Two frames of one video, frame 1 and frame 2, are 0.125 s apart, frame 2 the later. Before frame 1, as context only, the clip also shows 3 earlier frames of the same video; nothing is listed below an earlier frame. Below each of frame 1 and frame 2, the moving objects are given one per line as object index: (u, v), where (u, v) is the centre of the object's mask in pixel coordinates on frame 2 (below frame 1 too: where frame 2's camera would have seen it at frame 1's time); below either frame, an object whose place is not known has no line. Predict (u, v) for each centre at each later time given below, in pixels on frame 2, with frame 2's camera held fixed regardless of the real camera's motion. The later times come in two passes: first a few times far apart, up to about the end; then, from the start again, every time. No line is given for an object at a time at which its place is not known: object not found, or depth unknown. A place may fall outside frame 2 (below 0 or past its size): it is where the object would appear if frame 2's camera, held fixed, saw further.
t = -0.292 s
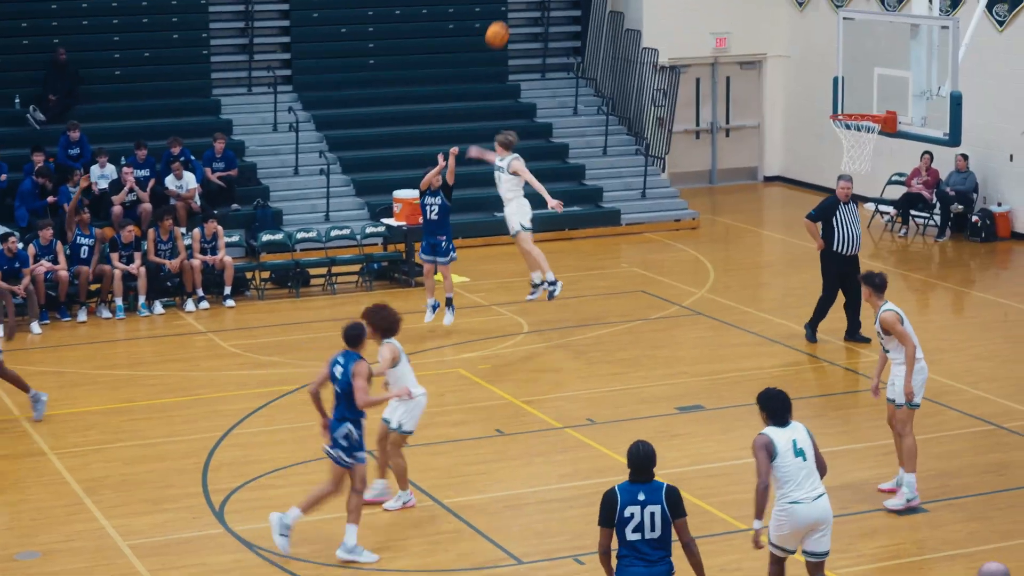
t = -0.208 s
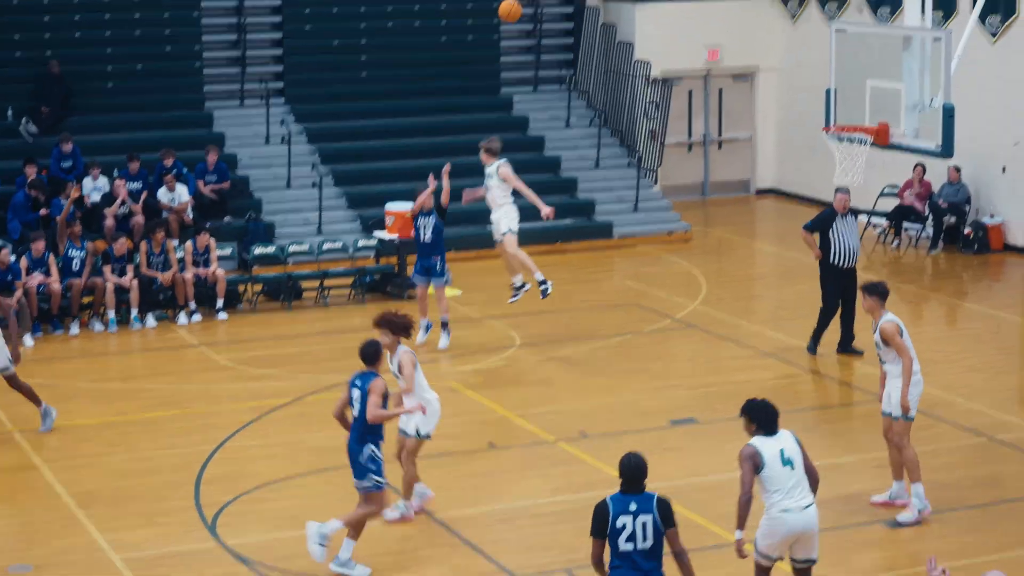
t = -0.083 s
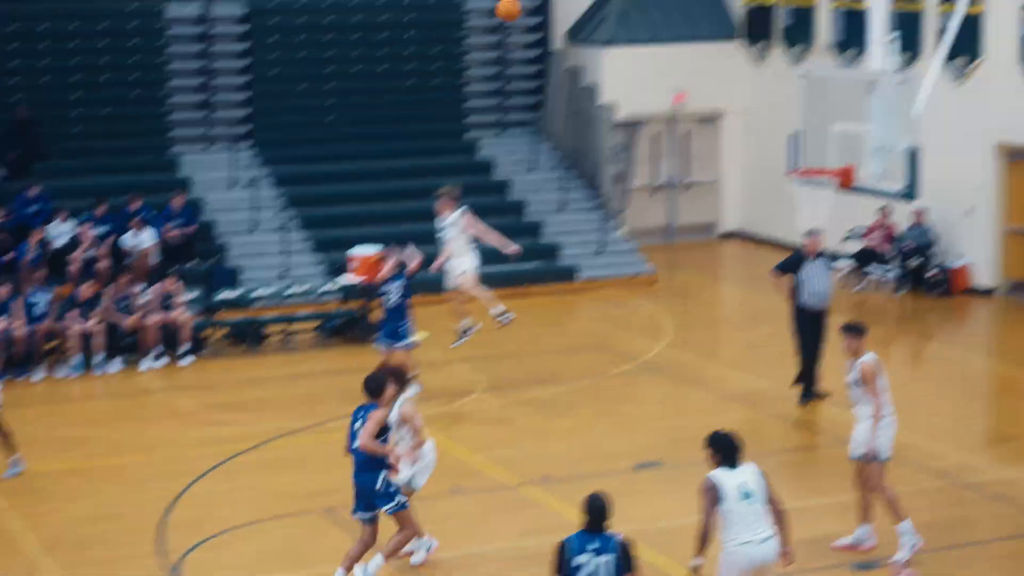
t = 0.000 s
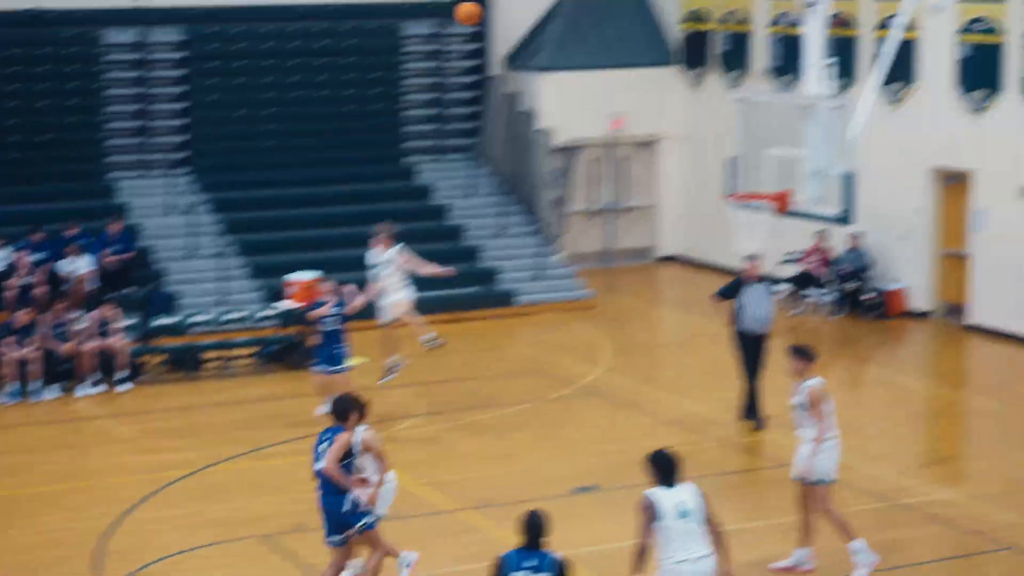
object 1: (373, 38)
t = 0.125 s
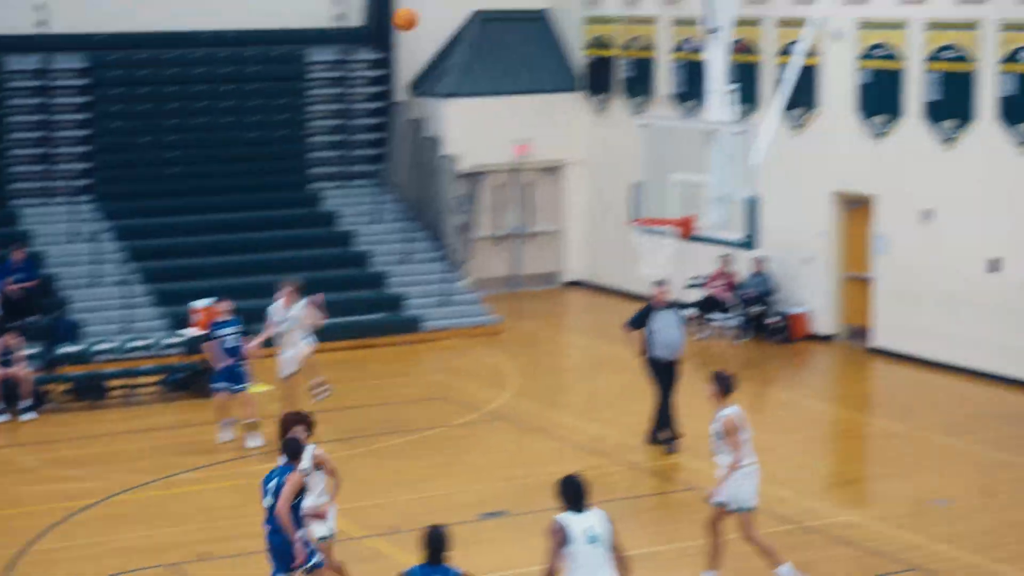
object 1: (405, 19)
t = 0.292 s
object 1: (452, 15)
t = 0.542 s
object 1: (524, 59)
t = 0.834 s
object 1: (615, 194)
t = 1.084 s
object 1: (527, 169)
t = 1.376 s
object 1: (407, 186)
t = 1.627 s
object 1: (311, 264)
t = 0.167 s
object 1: (417, 16)
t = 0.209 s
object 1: (429, 14)
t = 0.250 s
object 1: (441, 14)
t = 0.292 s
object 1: (452, 15)
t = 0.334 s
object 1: (465, 19)
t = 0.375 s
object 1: (476, 23)
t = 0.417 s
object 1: (488, 30)
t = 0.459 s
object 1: (499, 38)
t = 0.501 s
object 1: (511, 48)
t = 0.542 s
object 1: (524, 59)
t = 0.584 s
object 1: (537, 73)
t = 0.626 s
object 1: (549, 87)
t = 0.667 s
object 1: (563, 105)
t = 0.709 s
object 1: (575, 124)
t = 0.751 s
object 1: (589, 146)
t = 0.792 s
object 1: (602, 169)
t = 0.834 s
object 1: (615, 194)
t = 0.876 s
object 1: (619, 210)
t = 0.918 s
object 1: (601, 199)
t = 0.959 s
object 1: (582, 188)
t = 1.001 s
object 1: (563, 179)
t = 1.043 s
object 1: (546, 174)
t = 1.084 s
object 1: (527, 169)
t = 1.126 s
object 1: (510, 166)
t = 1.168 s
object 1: (493, 165)
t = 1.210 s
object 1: (475, 166)
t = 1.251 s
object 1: (458, 169)
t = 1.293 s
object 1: (441, 173)
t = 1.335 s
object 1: (424, 179)
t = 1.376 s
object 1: (407, 186)
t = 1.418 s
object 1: (391, 194)
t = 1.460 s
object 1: (374, 205)
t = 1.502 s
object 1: (357, 216)
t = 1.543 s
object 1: (341, 231)
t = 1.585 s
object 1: (326, 247)
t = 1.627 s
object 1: (311, 264)
